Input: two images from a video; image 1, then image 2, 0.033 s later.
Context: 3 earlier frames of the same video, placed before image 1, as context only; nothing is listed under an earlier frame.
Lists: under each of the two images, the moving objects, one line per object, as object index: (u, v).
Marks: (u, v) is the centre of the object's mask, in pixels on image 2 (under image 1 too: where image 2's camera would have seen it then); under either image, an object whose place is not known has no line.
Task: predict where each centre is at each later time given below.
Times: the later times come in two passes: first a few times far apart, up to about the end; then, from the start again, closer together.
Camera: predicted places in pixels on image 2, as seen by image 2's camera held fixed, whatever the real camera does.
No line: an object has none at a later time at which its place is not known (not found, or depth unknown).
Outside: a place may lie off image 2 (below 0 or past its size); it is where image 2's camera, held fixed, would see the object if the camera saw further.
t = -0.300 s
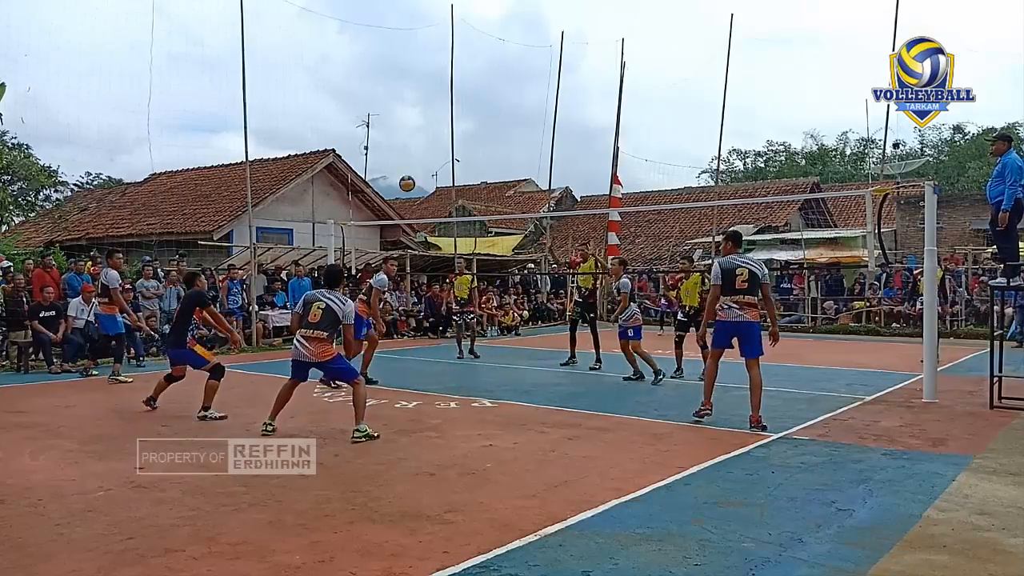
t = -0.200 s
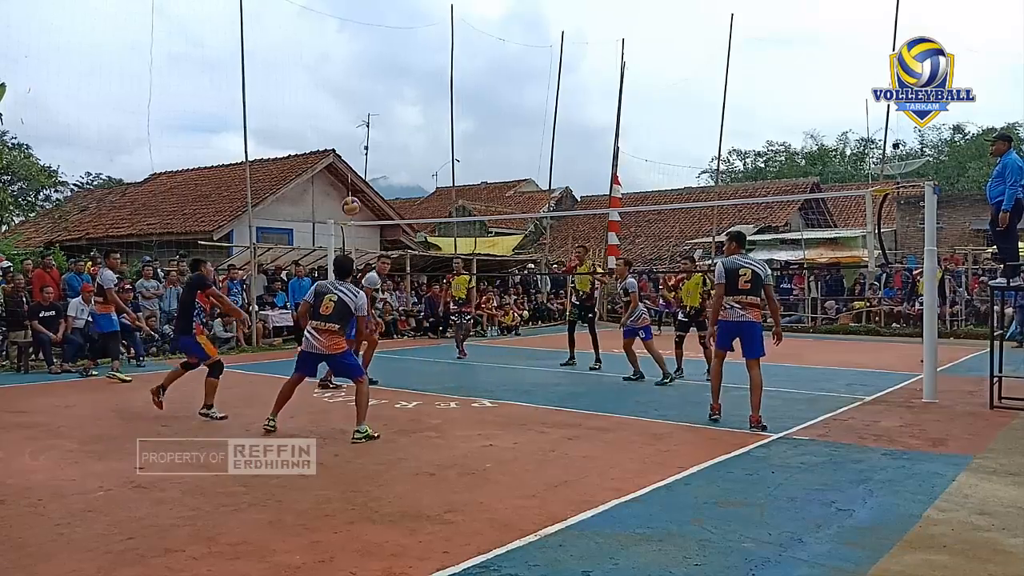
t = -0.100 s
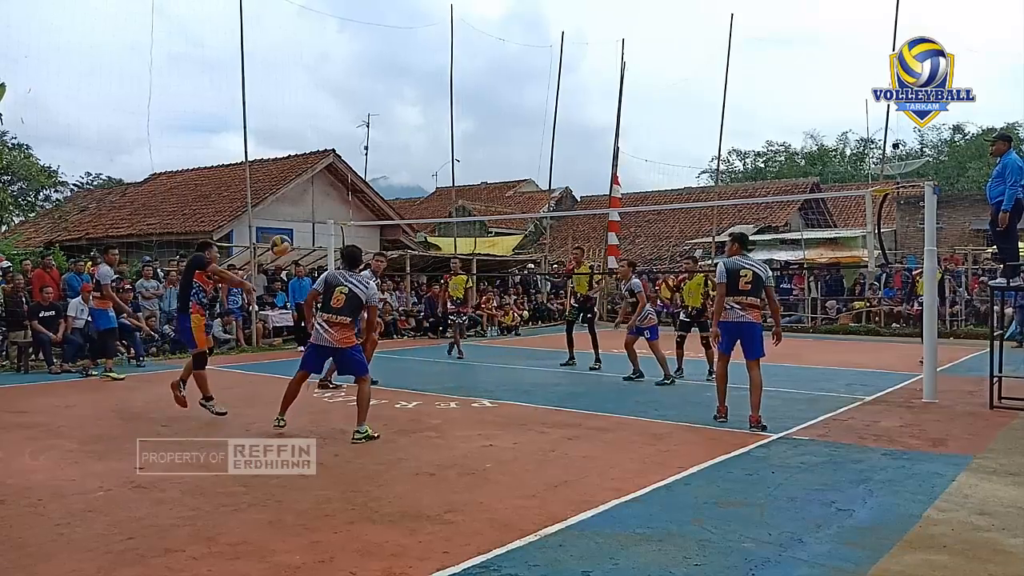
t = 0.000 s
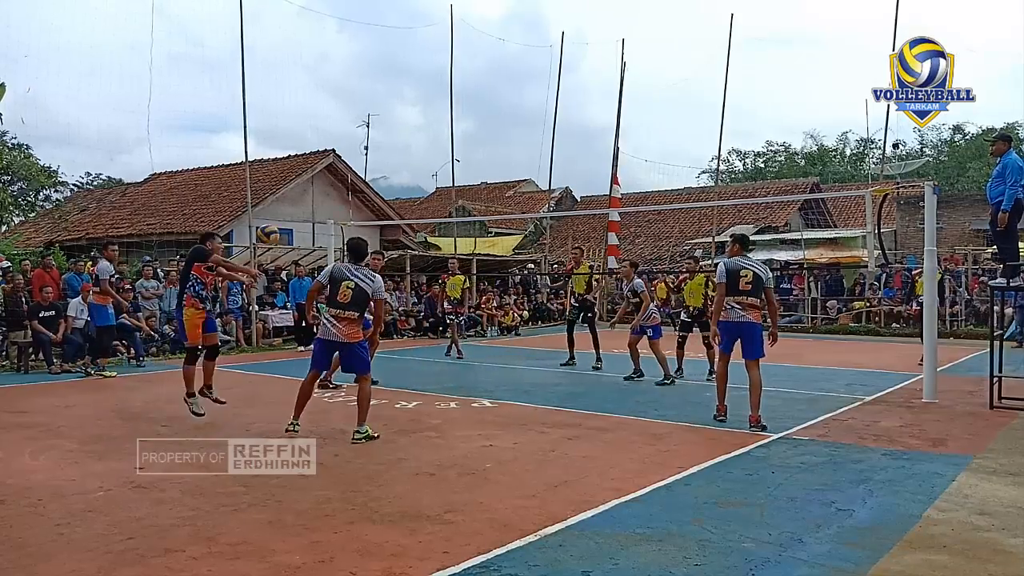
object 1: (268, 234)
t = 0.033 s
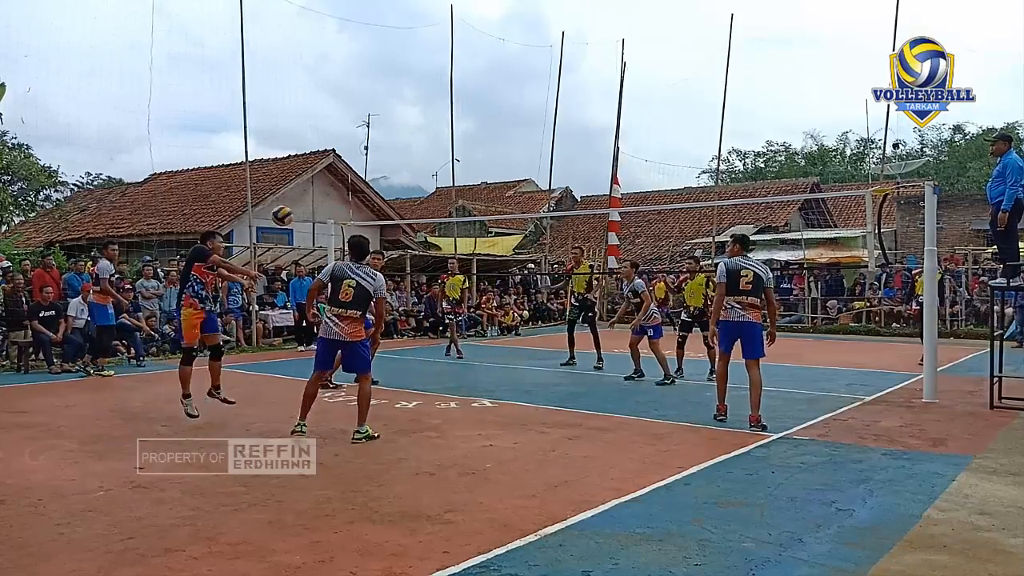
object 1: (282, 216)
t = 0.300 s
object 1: (385, 114)
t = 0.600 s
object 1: (485, 85)
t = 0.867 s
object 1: (563, 125)
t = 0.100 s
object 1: (309, 182)
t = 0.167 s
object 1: (335, 155)
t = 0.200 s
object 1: (348, 143)
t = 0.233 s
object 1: (360, 132)
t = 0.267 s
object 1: (372, 123)
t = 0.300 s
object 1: (385, 114)
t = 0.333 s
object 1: (397, 106)
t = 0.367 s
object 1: (408, 100)
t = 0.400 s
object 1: (420, 95)
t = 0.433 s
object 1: (431, 90)
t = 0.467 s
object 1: (442, 87)
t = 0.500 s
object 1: (453, 85)
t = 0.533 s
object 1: (464, 84)
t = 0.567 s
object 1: (475, 84)
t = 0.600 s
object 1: (485, 85)
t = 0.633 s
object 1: (495, 87)
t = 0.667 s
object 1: (506, 90)
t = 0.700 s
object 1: (515, 94)
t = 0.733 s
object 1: (525, 98)
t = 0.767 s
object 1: (535, 104)
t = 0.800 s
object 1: (545, 110)
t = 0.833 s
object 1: (554, 117)
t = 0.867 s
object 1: (563, 125)
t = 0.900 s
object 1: (572, 134)
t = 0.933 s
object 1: (581, 144)
